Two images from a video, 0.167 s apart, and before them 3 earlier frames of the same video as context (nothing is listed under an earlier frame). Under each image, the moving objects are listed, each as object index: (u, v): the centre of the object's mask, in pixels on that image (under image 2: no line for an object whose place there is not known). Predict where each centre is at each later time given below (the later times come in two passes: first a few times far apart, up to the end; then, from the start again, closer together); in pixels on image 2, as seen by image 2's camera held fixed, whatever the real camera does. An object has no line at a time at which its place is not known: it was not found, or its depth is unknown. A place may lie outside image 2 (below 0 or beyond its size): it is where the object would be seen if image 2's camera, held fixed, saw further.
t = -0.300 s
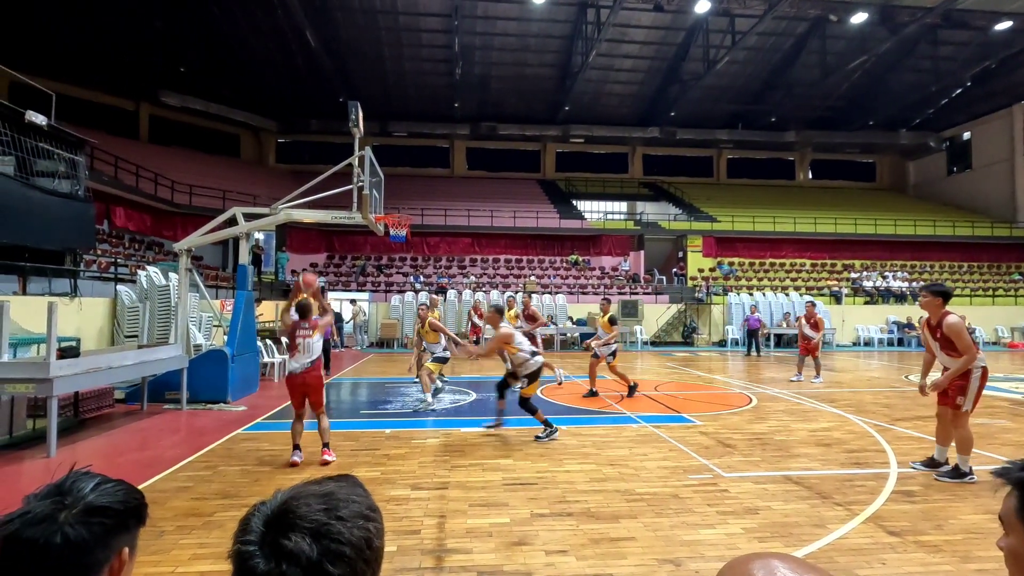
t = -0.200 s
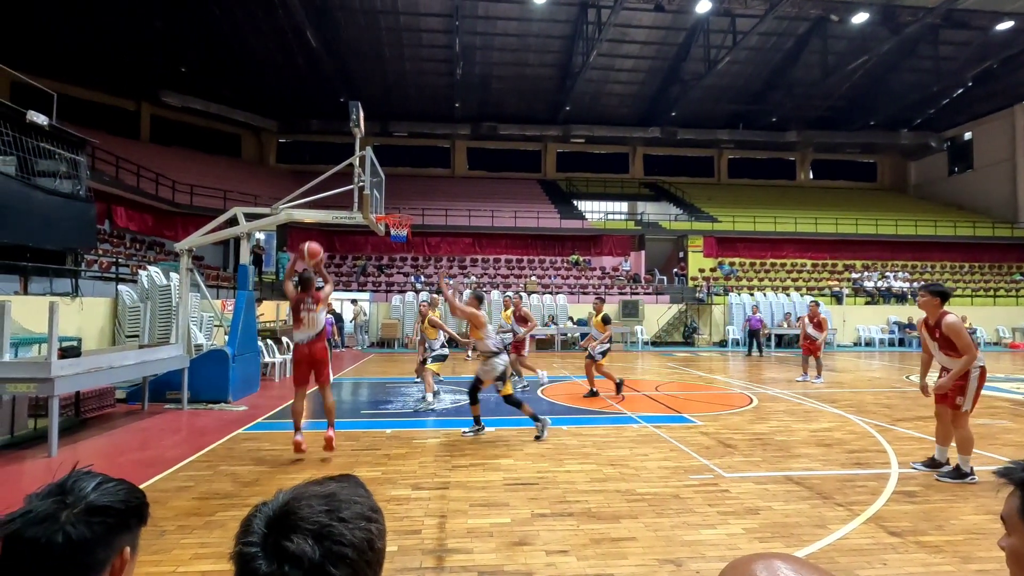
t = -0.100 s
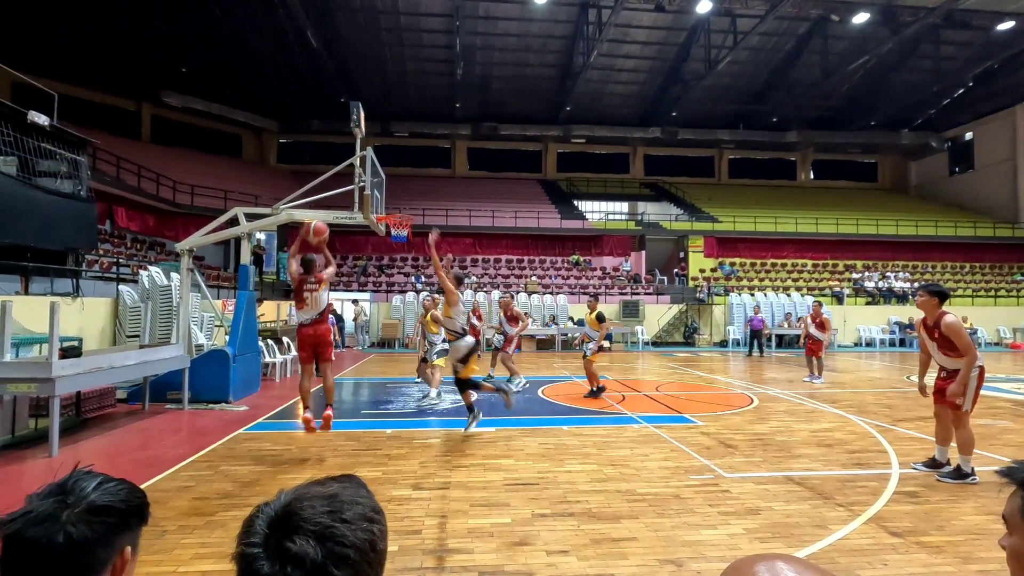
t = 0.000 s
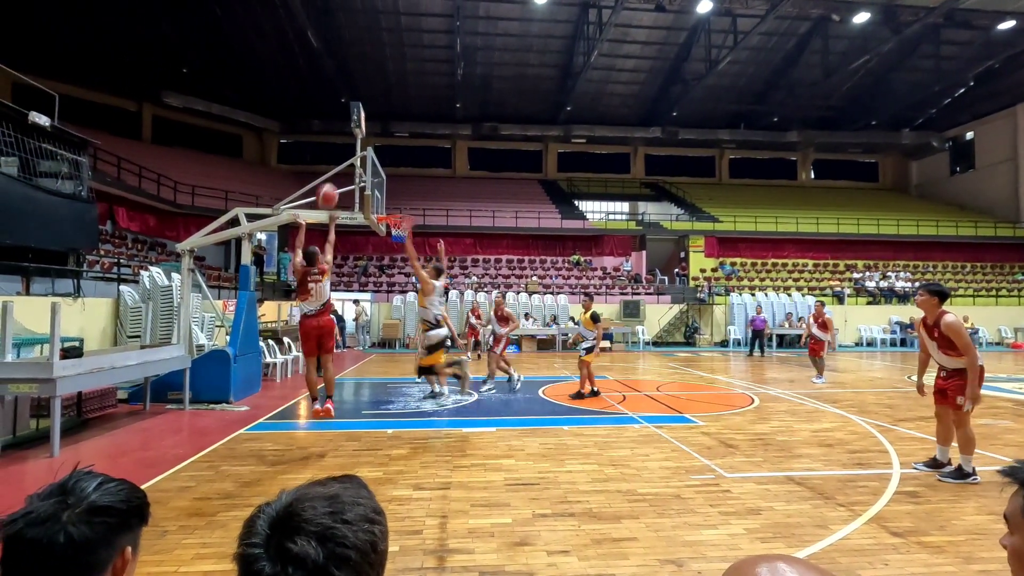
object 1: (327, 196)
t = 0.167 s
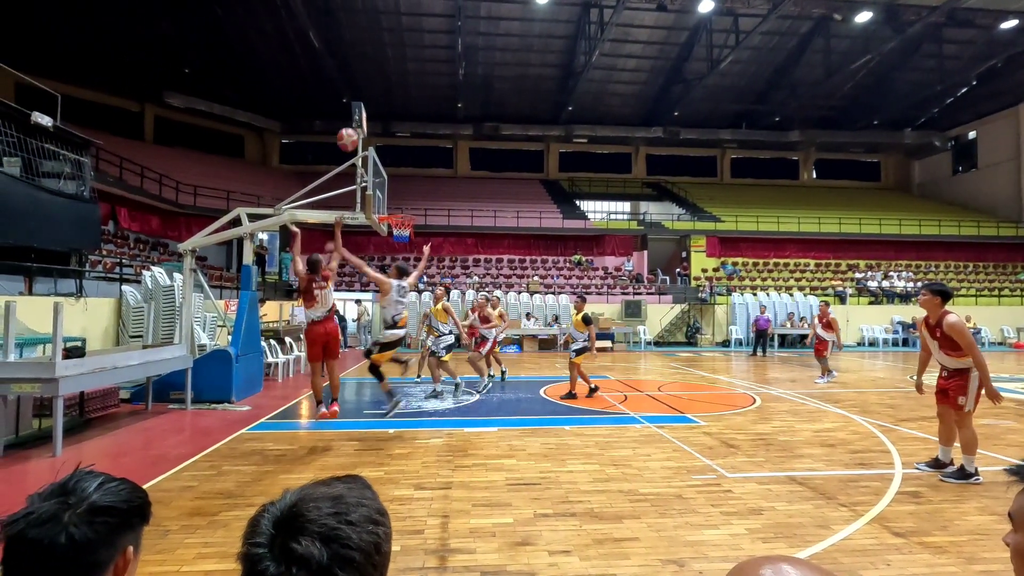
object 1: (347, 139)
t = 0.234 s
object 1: (354, 125)
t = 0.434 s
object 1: (372, 107)
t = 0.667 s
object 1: (388, 122)
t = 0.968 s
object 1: (404, 184)
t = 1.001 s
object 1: (405, 192)
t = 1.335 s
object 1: (395, 229)
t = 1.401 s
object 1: (385, 240)
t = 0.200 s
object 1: (350, 131)
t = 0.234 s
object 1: (354, 125)
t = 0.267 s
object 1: (357, 120)
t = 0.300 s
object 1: (361, 116)
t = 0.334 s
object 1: (364, 112)
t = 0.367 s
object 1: (366, 110)
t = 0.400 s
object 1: (369, 108)
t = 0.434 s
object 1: (372, 107)
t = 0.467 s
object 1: (374, 107)
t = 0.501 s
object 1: (376, 108)
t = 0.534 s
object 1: (379, 109)
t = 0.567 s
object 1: (381, 112)
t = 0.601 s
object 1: (383, 115)
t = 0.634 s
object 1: (386, 118)
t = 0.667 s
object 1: (388, 122)
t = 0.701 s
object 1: (390, 127)
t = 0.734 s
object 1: (392, 132)
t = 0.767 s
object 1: (394, 138)
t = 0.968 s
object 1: (404, 184)
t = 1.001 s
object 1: (405, 192)
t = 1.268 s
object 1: (393, 231)
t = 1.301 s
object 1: (394, 229)
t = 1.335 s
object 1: (395, 229)
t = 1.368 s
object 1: (387, 237)
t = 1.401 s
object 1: (385, 240)
